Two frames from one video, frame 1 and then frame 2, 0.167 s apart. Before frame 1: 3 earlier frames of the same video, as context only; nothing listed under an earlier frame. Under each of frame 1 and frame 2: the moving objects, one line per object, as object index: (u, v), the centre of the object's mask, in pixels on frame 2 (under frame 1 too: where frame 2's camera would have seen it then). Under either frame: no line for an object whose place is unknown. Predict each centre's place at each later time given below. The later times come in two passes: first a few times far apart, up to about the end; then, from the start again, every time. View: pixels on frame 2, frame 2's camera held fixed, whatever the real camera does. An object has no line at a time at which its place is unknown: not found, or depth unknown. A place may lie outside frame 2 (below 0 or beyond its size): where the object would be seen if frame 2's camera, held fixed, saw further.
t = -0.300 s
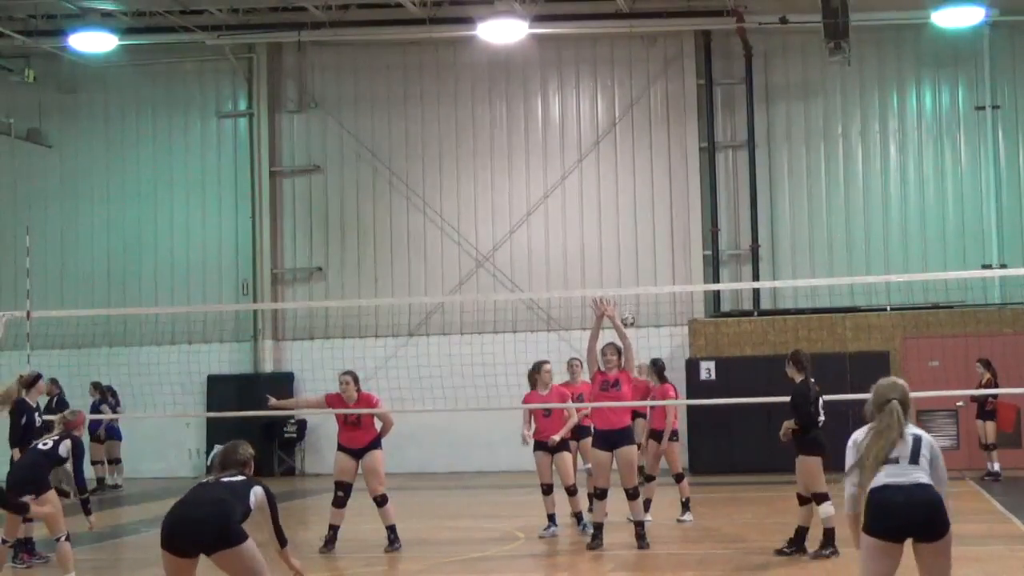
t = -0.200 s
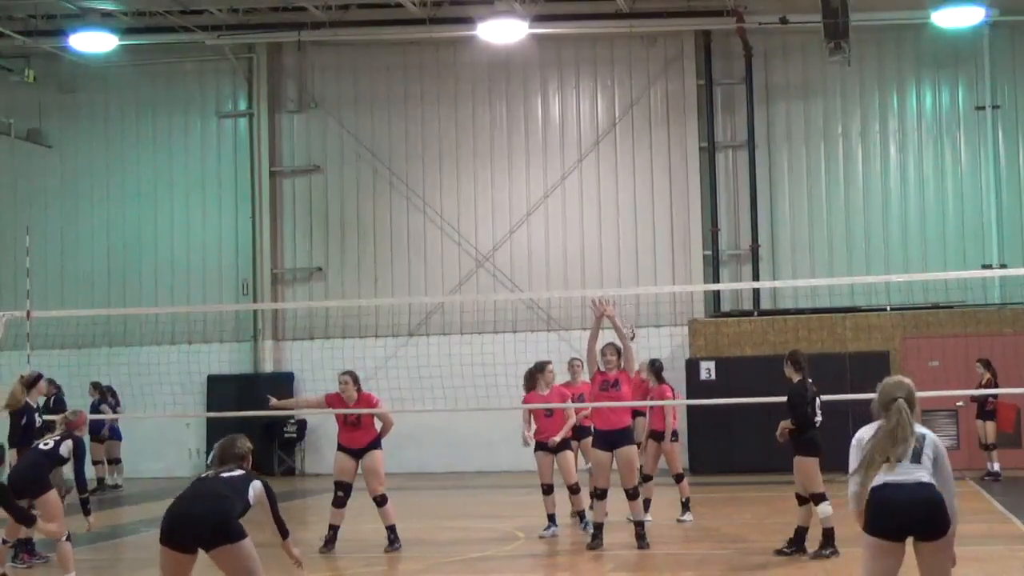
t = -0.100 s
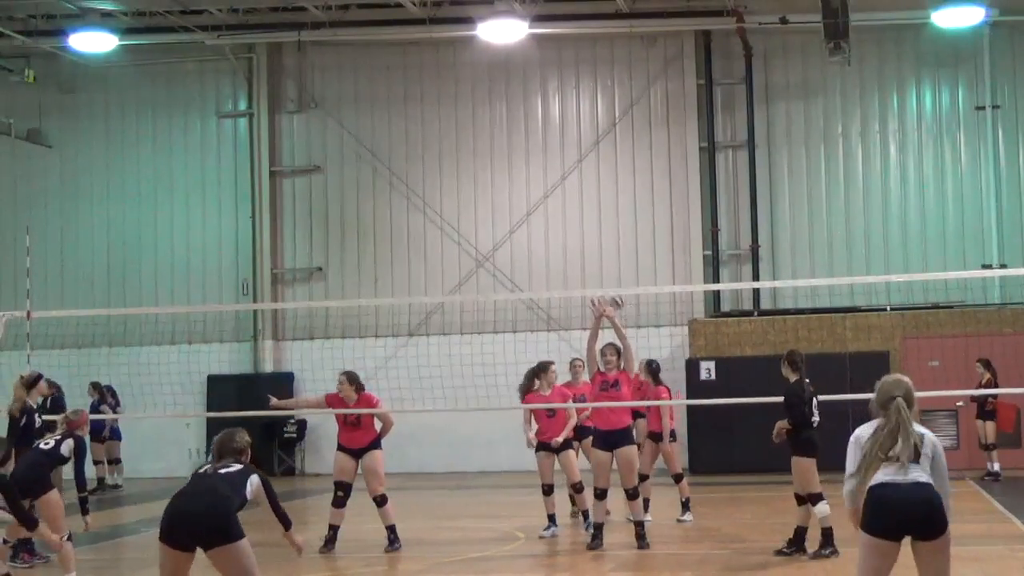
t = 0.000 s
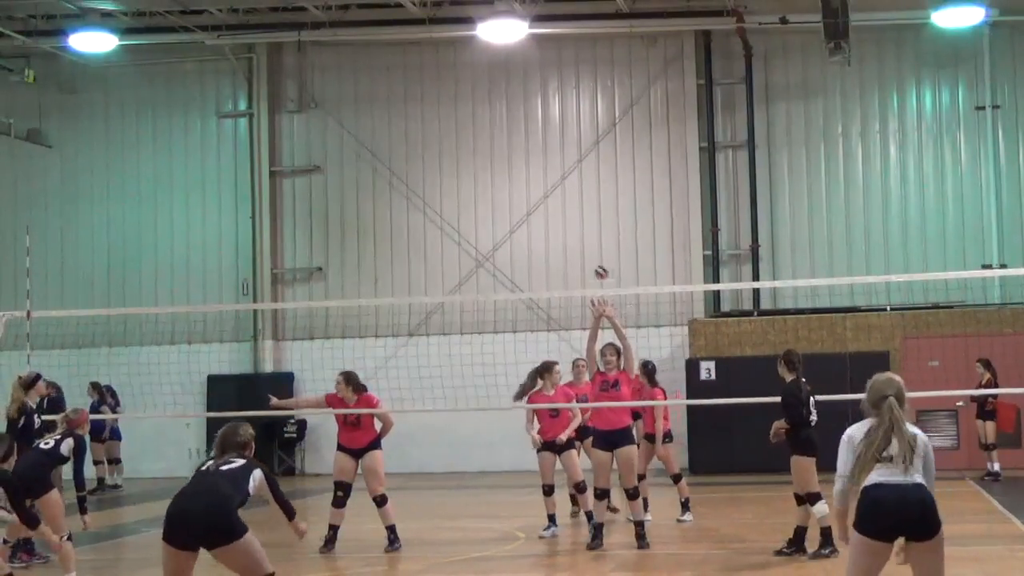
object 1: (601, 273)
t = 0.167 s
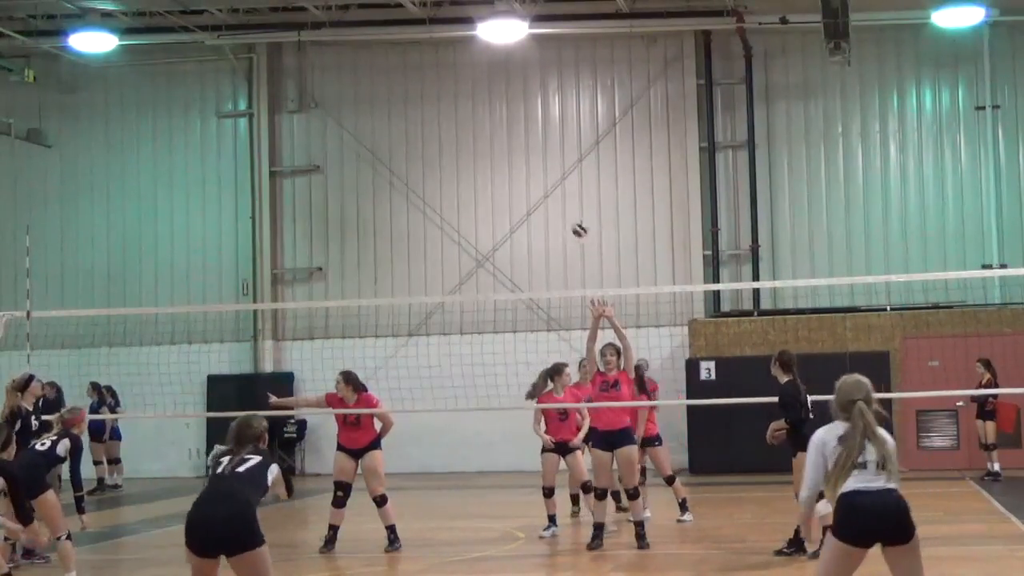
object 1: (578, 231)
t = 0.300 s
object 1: (557, 207)
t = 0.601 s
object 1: (496, 220)
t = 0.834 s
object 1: (438, 319)
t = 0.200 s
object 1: (574, 222)
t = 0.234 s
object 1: (568, 216)
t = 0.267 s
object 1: (563, 211)
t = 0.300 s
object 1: (557, 207)
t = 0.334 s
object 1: (552, 204)
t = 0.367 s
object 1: (546, 202)
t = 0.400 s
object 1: (539, 201)
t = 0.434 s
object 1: (532, 201)
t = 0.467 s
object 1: (525, 203)
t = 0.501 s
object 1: (519, 206)
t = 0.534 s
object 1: (510, 209)
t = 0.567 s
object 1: (503, 213)
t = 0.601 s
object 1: (496, 220)
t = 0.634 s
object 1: (487, 229)
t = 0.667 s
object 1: (479, 239)
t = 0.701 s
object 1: (472, 252)
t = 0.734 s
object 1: (462, 267)
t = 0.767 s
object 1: (455, 282)
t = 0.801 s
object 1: (447, 300)
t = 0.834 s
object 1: (438, 319)
